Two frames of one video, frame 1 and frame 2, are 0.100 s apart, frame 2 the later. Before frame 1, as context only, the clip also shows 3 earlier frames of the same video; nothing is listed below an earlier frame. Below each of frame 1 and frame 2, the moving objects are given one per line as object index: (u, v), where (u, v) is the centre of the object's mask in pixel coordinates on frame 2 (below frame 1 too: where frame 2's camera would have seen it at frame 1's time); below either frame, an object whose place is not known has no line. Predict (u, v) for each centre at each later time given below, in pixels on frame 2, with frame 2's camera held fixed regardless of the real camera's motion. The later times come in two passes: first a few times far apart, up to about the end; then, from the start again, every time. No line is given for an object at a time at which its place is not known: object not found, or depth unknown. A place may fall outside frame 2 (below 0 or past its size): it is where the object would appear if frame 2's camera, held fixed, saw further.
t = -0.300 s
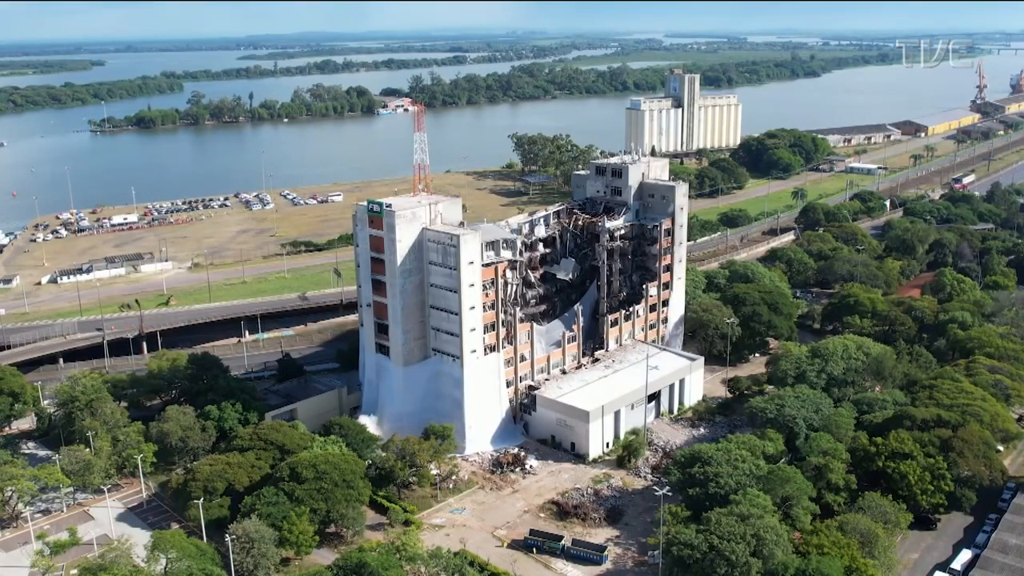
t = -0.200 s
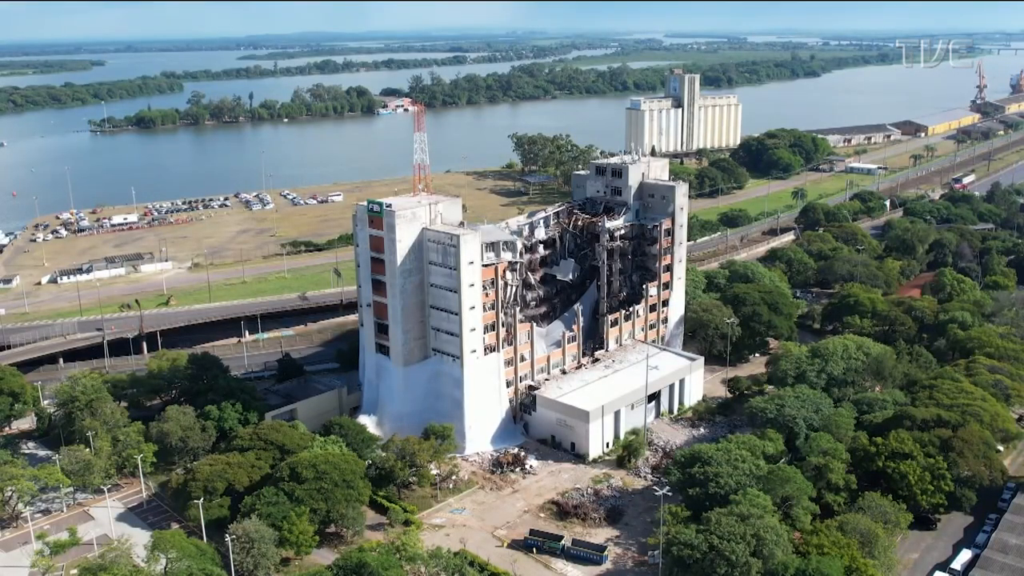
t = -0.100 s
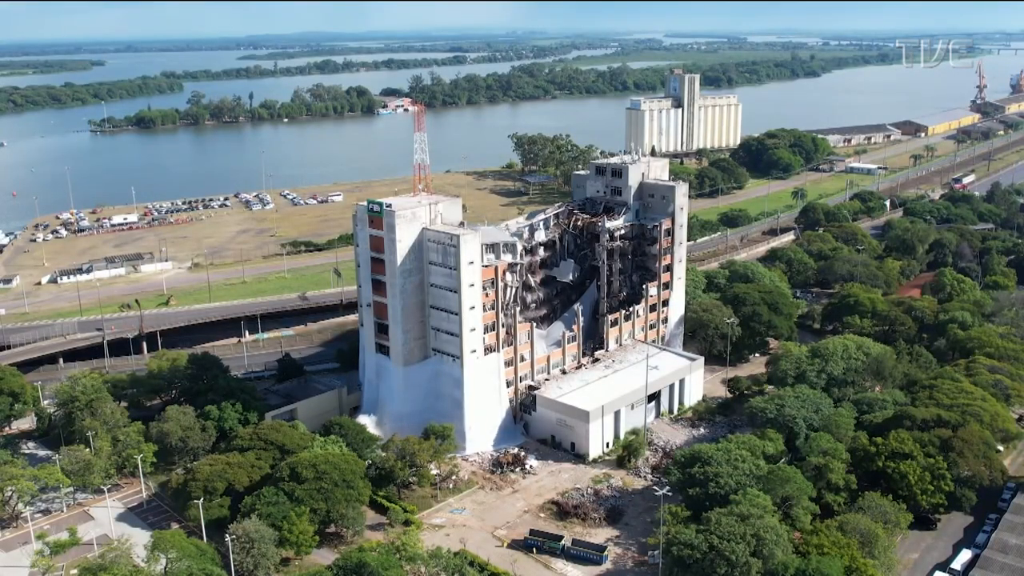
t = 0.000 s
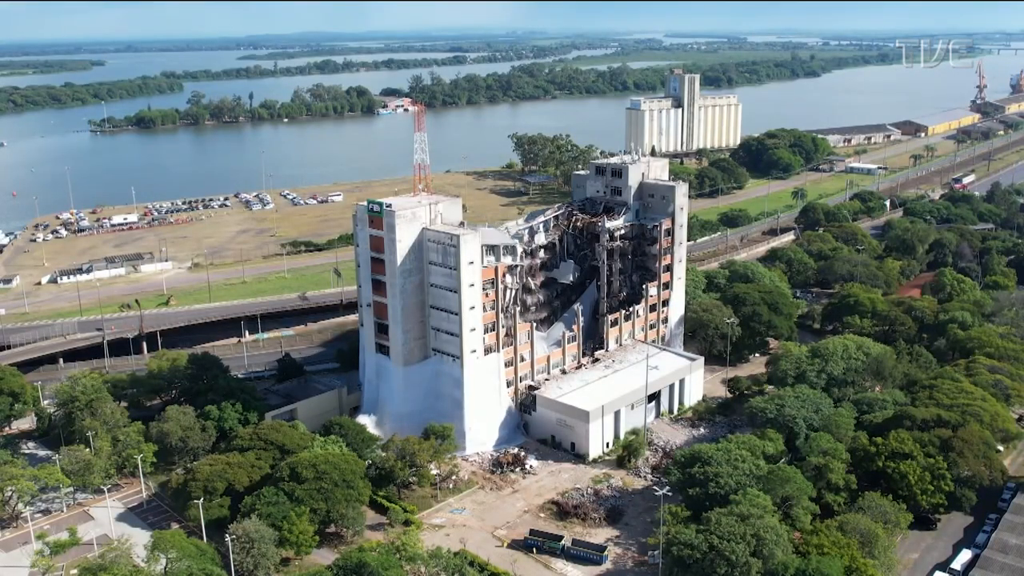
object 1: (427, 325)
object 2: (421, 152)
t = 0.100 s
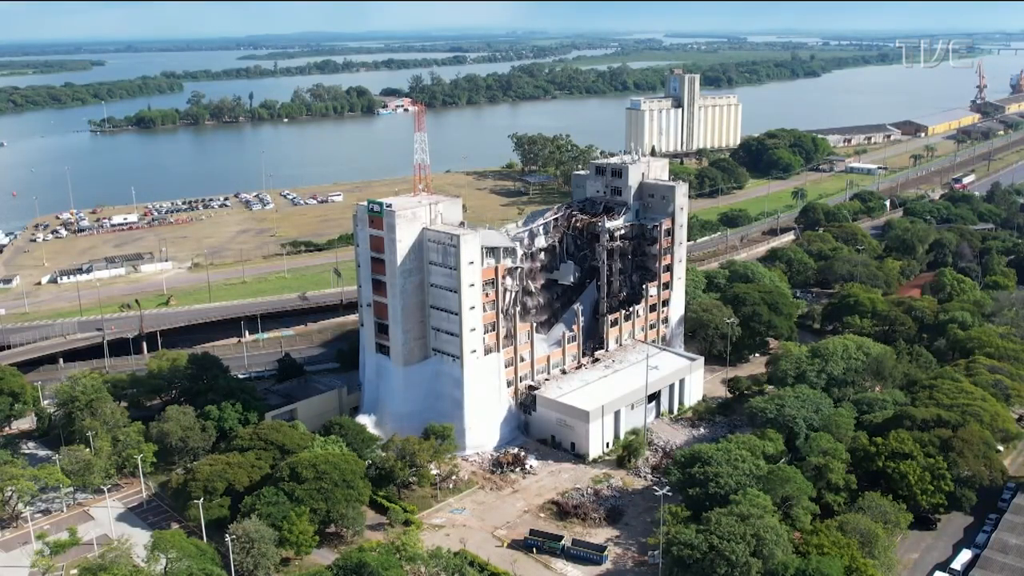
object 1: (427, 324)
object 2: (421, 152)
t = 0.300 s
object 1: (427, 325)
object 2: (421, 152)
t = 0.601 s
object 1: (427, 326)
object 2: (422, 152)
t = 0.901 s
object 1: (428, 328)
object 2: (424, 153)
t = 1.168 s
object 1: (429, 330)
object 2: (427, 154)
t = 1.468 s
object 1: (428, 333)
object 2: (433, 162)
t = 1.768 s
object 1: (423, 336)
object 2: (439, 175)
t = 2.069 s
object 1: (422, 343)
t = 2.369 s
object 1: (411, 345)
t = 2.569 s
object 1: (408, 349)
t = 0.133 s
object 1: (427, 324)
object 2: (421, 152)
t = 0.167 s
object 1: (427, 324)
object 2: (421, 152)
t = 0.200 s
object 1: (427, 324)
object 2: (421, 152)
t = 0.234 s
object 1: (427, 324)
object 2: (421, 152)
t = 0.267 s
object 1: (427, 325)
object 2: (421, 152)
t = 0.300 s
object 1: (427, 325)
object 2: (421, 152)
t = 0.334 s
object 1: (427, 325)
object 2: (421, 152)
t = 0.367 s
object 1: (427, 325)
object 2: (421, 152)
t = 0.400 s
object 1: (427, 325)
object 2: (421, 152)
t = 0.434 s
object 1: (427, 325)
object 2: (421, 152)
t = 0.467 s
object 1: (427, 325)
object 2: (421, 152)
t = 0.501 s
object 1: (427, 325)
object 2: (421, 152)
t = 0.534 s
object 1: (427, 326)
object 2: (422, 152)
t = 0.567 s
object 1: (427, 326)
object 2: (422, 152)
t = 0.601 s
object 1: (427, 326)
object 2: (422, 152)
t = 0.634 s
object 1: (427, 326)
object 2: (422, 152)
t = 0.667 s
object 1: (427, 326)
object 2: (422, 152)
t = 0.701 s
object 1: (428, 327)
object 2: (422, 152)
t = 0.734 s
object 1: (428, 327)
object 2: (422, 152)
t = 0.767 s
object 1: (428, 327)
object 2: (423, 152)
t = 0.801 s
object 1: (428, 327)
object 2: (423, 152)
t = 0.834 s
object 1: (428, 328)
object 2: (423, 152)
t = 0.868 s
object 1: (428, 328)
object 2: (424, 152)
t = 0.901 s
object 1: (428, 328)
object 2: (424, 153)
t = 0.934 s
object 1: (428, 328)
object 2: (424, 152)
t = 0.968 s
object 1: (428, 328)
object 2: (425, 152)
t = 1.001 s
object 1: (428, 328)
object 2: (425, 152)
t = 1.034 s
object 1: (429, 329)
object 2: (425, 153)
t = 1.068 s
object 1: (429, 329)
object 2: (426, 152)
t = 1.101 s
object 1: (429, 329)
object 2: (426, 153)
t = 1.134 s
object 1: (429, 329)
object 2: (427, 153)
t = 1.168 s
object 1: (429, 330)
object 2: (427, 154)
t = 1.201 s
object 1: (429, 330)
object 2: (428, 154)
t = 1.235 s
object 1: (429, 330)
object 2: (428, 157)
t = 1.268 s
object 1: (428, 331)
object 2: (429, 157)
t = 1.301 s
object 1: (428, 331)
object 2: (430, 159)
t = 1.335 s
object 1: (428, 332)
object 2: (431, 159)
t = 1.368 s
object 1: (428, 332)
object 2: (431, 162)
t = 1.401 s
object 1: (428, 333)
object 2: (432, 162)
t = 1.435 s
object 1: (428, 333)
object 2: (432, 163)
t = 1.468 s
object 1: (428, 333)
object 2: (433, 162)
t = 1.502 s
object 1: (428, 334)
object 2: (434, 163)
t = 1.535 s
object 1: (428, 335)
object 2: (434, 166)
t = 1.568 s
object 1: (424, 332)
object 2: (435, 166)
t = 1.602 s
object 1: (424, 333)
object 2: (436, 168)
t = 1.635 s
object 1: (424, 333)
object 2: (437, 167)
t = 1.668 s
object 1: (424, 334)
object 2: (437, 170)
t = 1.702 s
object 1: (424, 334)
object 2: (438, 172)
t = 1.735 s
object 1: (424, 335)
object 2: (438, 174)
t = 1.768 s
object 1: (423, 336)
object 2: (439, 175)
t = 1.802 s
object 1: (423, 336)
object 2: (440, 176)
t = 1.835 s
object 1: (423, 337)
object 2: (440, 178)
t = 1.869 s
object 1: (423, 338)
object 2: (441, 180)
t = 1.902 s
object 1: (423, 339)
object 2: (442, 181)
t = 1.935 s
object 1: (423, 340)
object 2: (443, 183)
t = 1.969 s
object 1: (423, 341)
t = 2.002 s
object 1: (422, 341)
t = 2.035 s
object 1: (422, 342)
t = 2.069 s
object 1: (422, 343)
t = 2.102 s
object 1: (421, 344)
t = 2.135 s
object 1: (420, 344)
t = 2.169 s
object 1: (419, 344)
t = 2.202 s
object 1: (418, 345)
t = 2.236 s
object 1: (415, 344)
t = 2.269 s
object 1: (414, 344)
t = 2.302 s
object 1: (412, 344)
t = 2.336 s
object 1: (411, 344)
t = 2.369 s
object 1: (411, 345)
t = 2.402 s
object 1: (410, 346)
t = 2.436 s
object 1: (410, 346)
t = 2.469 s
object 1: (409, 347)
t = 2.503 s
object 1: (408, 348)
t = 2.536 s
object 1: (408, 348)
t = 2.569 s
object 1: (408, 349)
